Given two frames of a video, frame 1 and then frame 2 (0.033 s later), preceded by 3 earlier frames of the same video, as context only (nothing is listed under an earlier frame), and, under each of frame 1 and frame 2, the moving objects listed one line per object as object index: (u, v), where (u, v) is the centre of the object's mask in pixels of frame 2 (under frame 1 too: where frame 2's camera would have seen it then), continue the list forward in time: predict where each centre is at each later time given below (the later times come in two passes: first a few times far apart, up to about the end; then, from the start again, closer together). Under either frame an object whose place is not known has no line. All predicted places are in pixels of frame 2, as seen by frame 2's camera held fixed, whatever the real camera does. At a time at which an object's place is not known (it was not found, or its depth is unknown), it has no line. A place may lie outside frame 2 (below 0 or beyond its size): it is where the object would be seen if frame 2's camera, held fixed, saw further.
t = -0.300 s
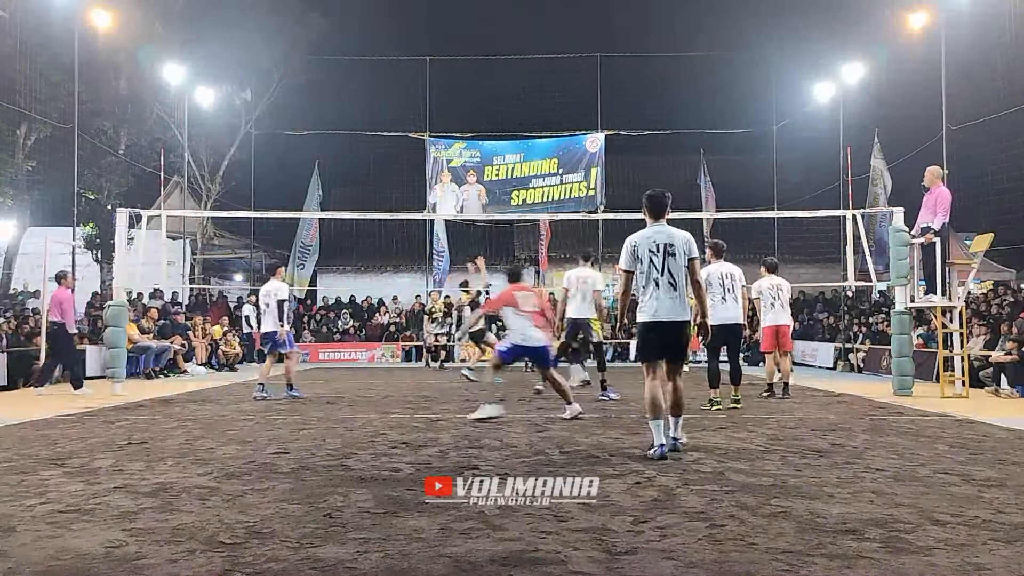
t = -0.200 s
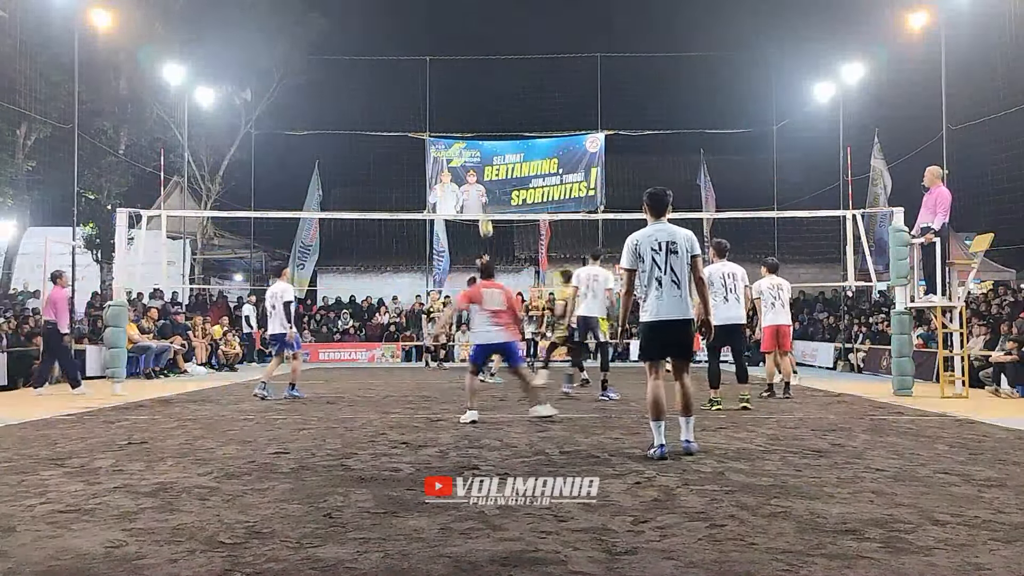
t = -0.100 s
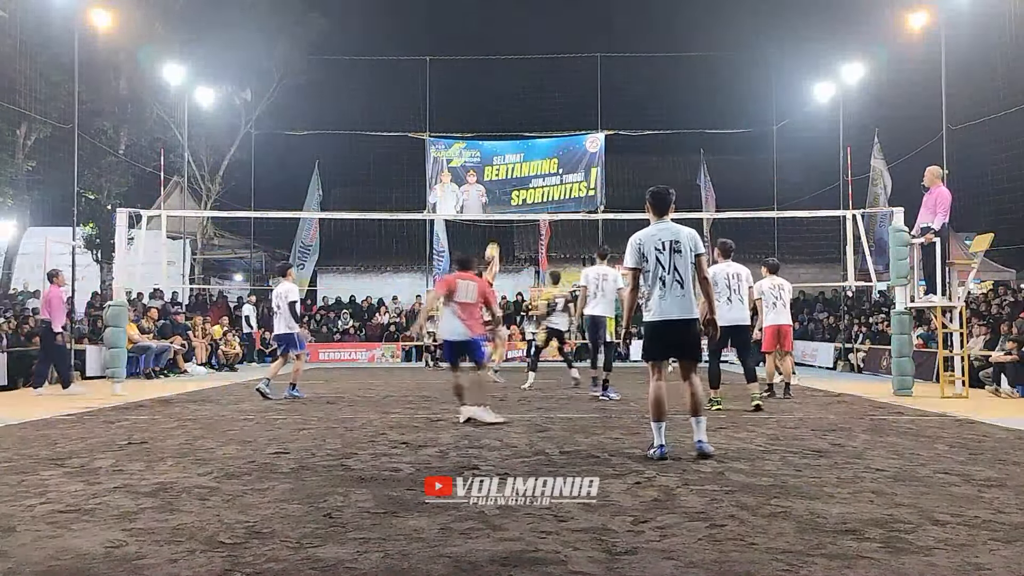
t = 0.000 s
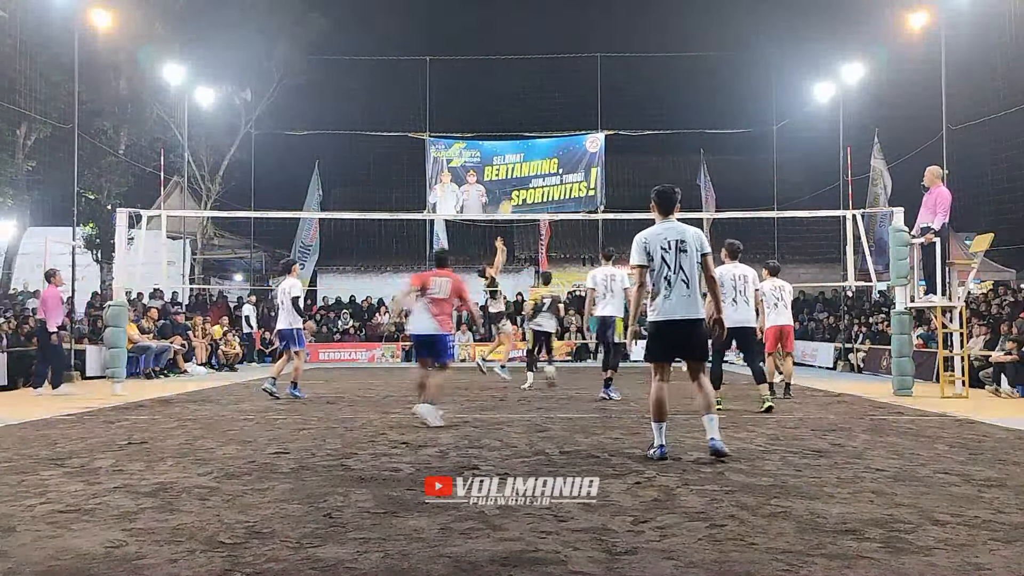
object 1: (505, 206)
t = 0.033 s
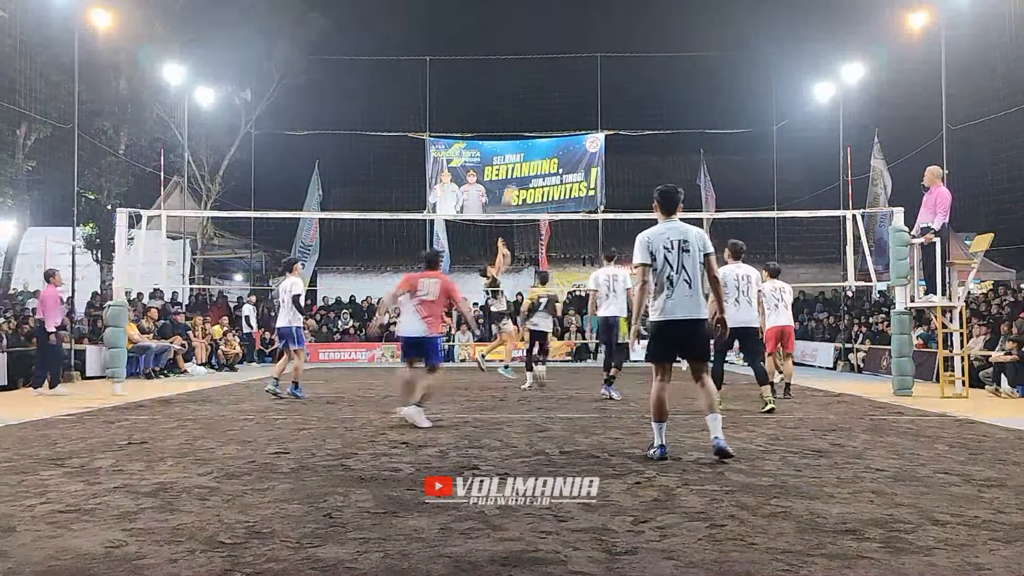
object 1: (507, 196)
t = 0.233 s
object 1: (537, 127)
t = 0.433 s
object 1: (565, 84)
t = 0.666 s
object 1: (599, 62)
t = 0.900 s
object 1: (633, 76)
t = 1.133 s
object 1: (666, 123)
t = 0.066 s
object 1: (515, 179)
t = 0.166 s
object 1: (528, 146)
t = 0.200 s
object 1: (533, 136)
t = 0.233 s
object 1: (537, 127)
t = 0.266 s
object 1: (542, 118)
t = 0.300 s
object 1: (547, 110)
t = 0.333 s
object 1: (551, 103)
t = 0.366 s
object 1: (556, 95)
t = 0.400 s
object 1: (561, 89)
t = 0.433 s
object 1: (565, 84)
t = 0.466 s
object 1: (570, 78)
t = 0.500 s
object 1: (575, 74)
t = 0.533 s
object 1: (579, 71)
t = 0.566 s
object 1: (584, 68)
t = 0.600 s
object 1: (589, 65)
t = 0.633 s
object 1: (594, 64)
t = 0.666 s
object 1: (599, 62)
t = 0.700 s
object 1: (604, 62)
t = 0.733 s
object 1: (608, 63)
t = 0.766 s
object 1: (613, 64)
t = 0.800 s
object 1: (618, 66)
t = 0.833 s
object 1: (623, 68)
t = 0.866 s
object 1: (628, 72)
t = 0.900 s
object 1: (633, 76)
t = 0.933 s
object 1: (637, 80)
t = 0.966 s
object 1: (642, 86)
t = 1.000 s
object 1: (647, 92)
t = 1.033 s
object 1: (652, 99)
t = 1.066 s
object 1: (656, 107)
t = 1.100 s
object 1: (661, 115)
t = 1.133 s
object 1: (666, 123)
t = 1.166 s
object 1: (671, 134)
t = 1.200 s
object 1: (675, 144)
